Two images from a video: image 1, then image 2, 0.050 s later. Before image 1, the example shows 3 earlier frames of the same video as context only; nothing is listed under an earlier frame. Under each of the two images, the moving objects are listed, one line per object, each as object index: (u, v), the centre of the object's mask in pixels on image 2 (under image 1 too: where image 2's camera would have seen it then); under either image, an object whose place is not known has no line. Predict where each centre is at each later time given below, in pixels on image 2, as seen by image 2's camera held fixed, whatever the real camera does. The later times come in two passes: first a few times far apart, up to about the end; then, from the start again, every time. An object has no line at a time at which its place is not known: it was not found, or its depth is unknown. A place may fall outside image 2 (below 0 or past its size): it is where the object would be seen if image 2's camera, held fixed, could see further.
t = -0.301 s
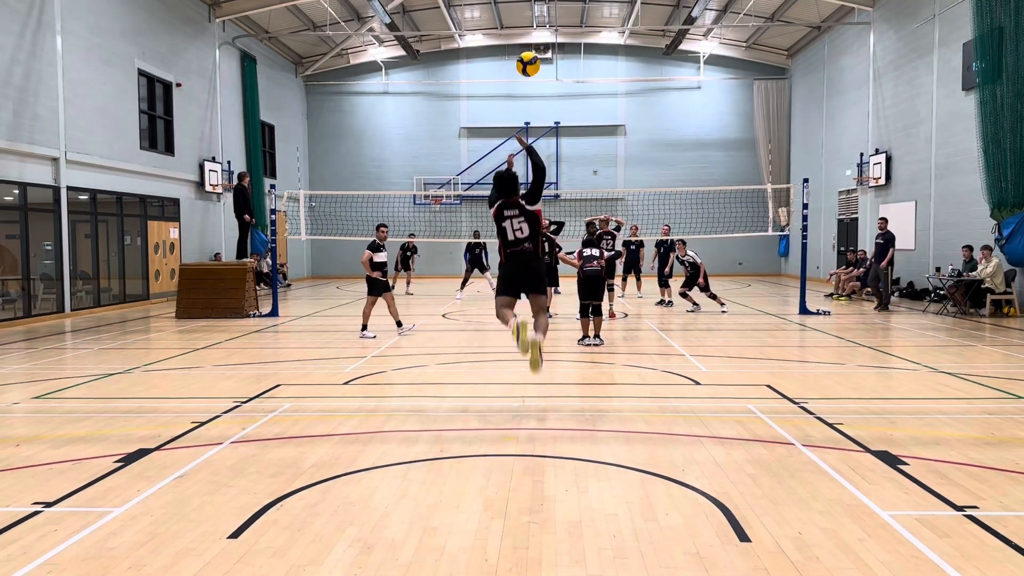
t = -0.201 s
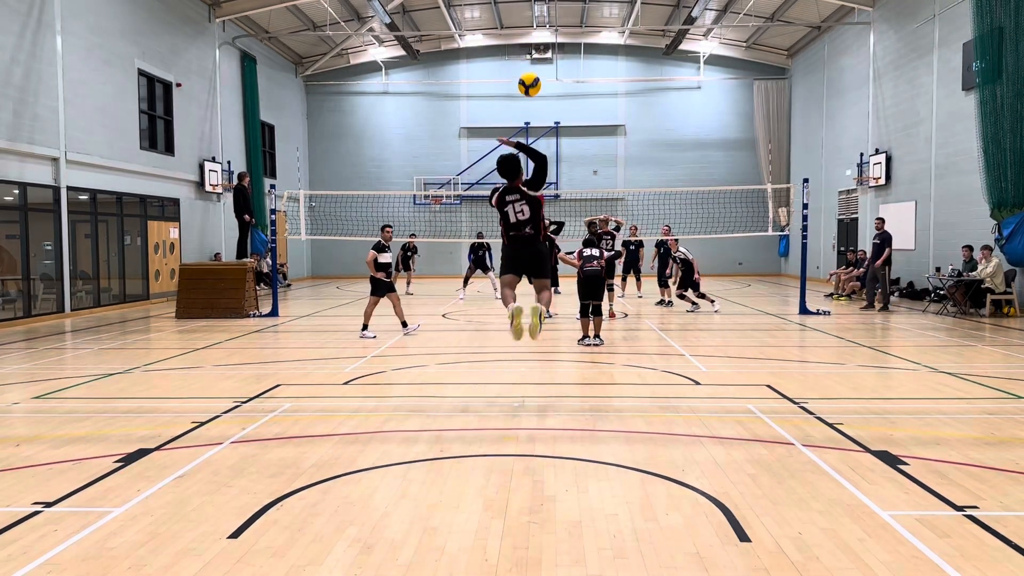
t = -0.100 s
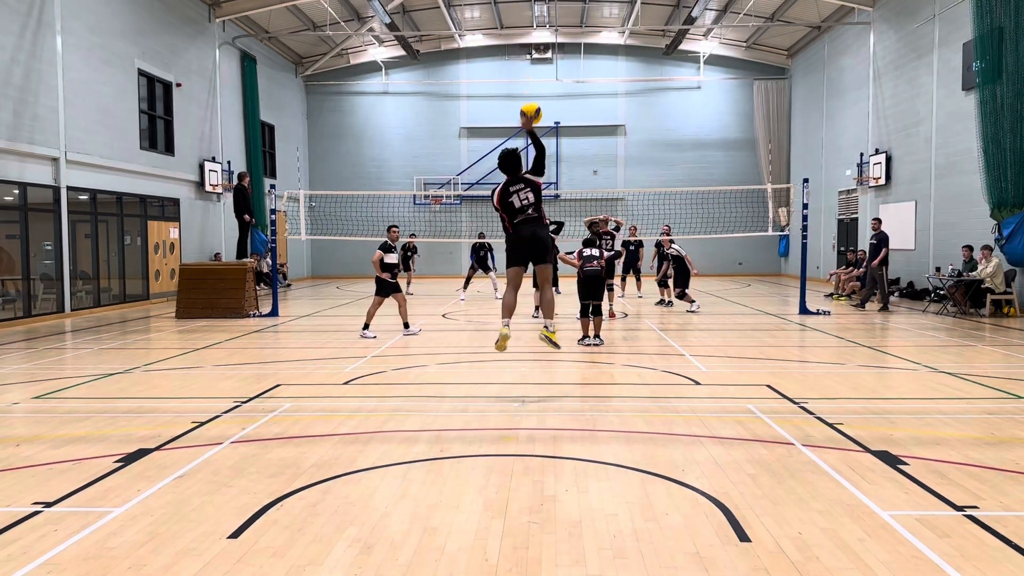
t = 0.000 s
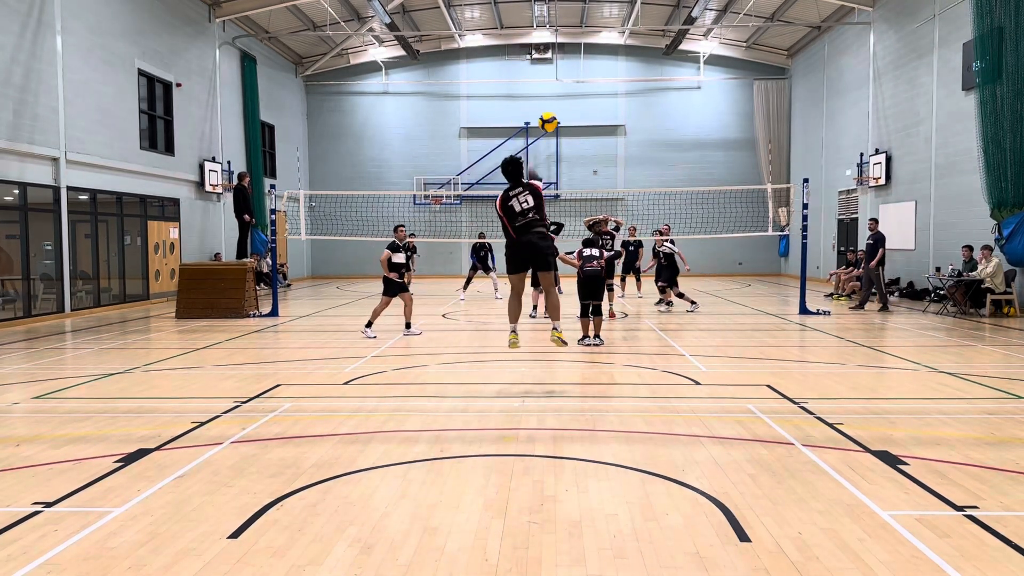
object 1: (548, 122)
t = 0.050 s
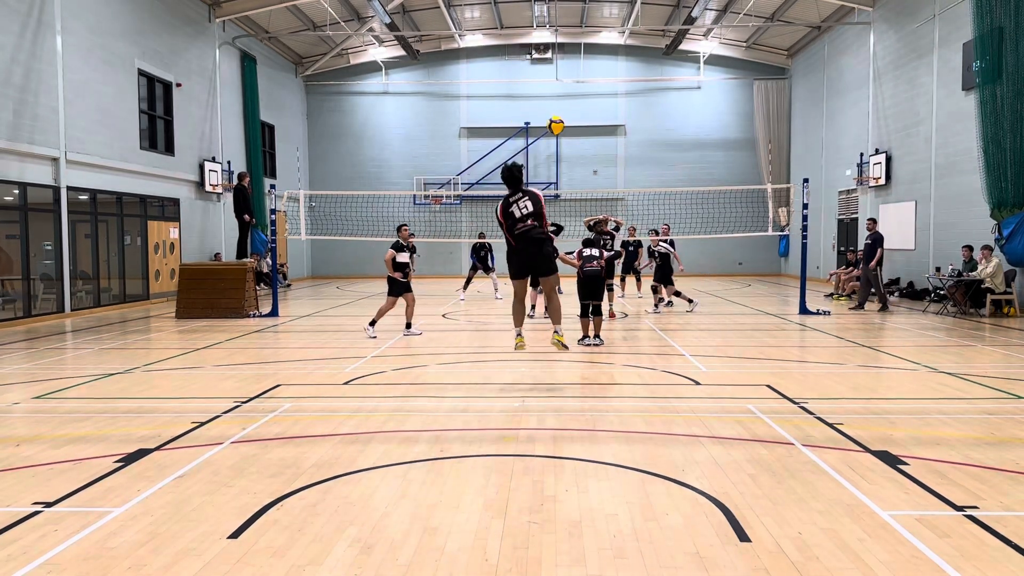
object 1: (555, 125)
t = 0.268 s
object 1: (582, 147)
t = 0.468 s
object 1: (601, 178)
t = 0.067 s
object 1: (558, 127)
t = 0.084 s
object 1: (560, 128)
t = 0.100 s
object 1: (562, 129)
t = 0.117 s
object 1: (564, 131)
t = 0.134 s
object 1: (567, 132)
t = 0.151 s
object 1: (569, 133)
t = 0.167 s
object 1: (571, 135)
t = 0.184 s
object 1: (573, 136)
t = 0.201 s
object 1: (575, 138)
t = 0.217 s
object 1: (577, 140)
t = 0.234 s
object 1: (579, 142)
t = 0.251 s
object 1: (581, 144)
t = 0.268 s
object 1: (582, 147)
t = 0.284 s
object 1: (584, 149)
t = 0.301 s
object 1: (586, 151)
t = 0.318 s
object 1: (588, 153)
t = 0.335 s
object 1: (589, 156)
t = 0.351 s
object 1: (591, 159)
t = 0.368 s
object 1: (593, 162)
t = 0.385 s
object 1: (594, 164)
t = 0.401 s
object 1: (595, 167)
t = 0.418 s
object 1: (597, 169)
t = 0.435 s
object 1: (599, 172)
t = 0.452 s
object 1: (599, 175)
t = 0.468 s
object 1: (601, 178)
